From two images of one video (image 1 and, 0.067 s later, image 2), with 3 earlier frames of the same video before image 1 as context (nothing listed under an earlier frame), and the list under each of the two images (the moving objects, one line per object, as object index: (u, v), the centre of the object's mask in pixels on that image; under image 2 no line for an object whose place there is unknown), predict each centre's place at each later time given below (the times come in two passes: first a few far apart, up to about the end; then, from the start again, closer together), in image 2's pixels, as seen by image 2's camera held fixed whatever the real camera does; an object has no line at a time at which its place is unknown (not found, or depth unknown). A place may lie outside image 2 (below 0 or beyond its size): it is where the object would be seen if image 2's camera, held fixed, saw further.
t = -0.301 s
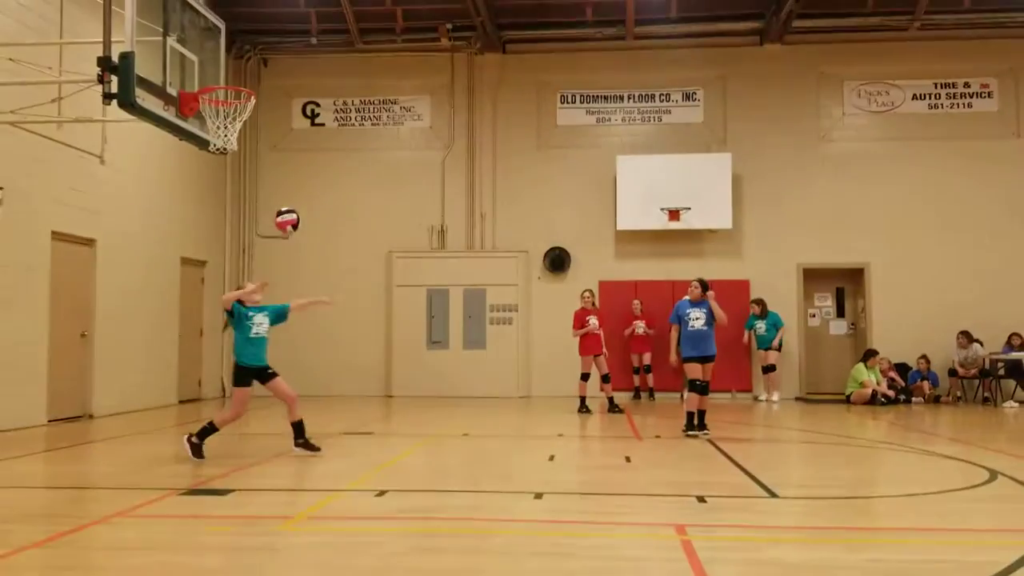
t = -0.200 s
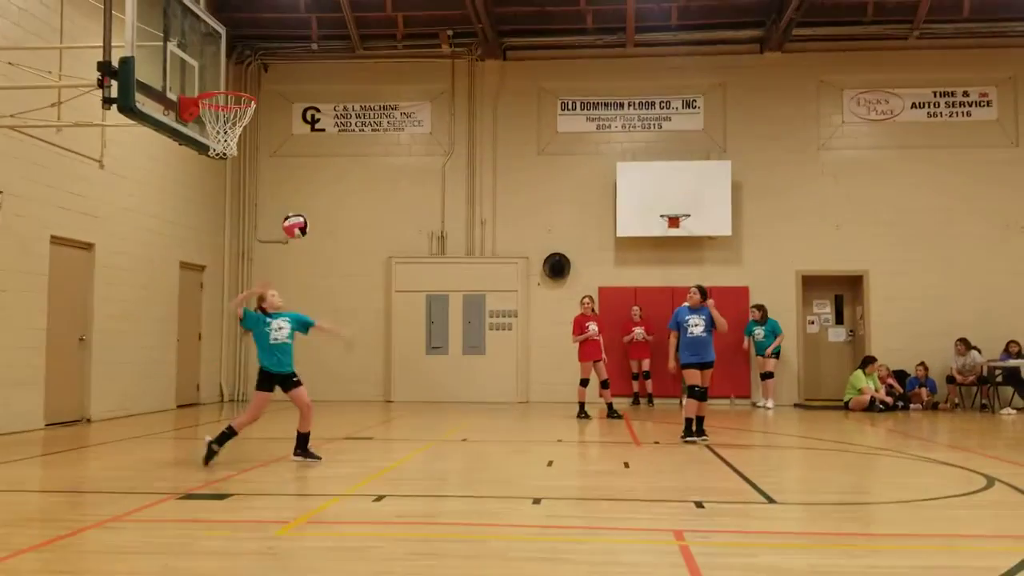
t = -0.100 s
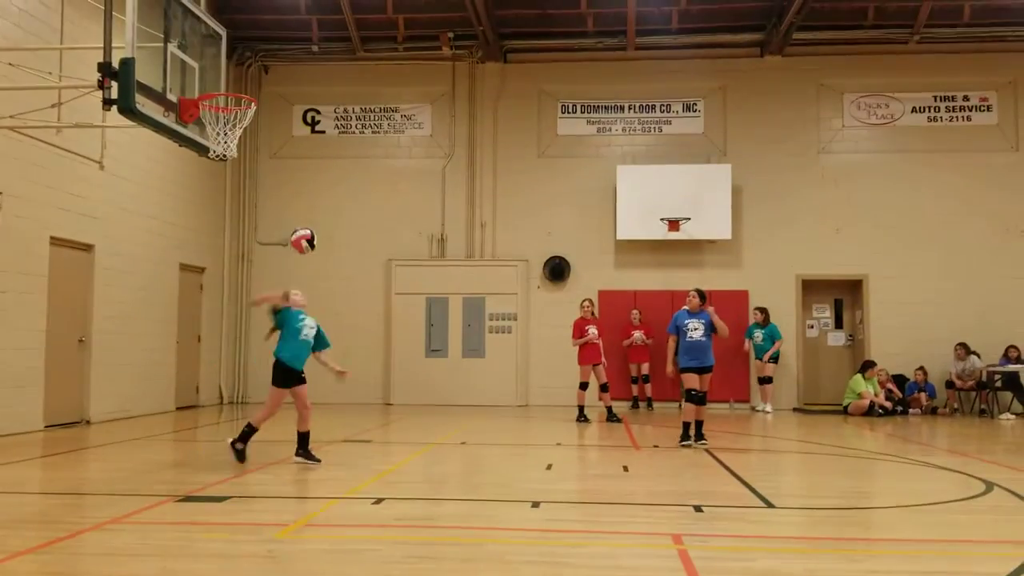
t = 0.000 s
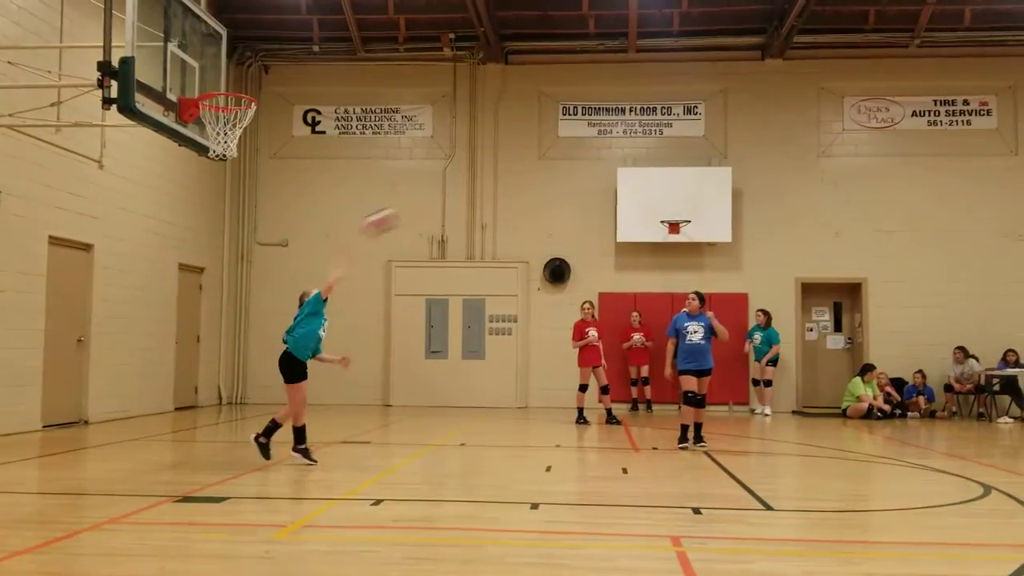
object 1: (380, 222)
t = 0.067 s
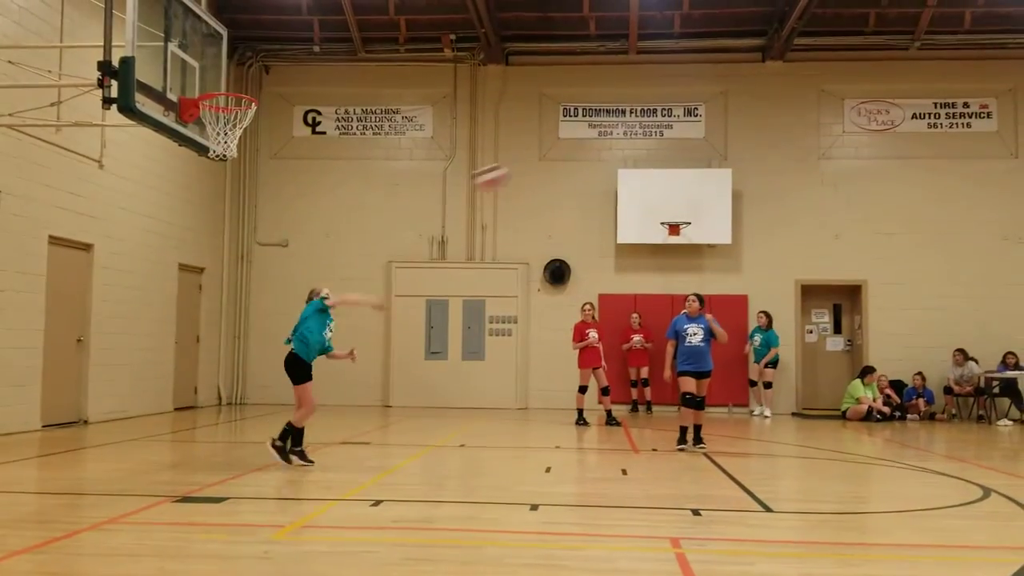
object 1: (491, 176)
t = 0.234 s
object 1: (752, 95)
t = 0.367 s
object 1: (952, 57)
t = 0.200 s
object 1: (704, 106)
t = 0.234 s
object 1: (752, 95)
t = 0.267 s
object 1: (804, 84)
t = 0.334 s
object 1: (903, 65)
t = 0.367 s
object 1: (952, 57)
